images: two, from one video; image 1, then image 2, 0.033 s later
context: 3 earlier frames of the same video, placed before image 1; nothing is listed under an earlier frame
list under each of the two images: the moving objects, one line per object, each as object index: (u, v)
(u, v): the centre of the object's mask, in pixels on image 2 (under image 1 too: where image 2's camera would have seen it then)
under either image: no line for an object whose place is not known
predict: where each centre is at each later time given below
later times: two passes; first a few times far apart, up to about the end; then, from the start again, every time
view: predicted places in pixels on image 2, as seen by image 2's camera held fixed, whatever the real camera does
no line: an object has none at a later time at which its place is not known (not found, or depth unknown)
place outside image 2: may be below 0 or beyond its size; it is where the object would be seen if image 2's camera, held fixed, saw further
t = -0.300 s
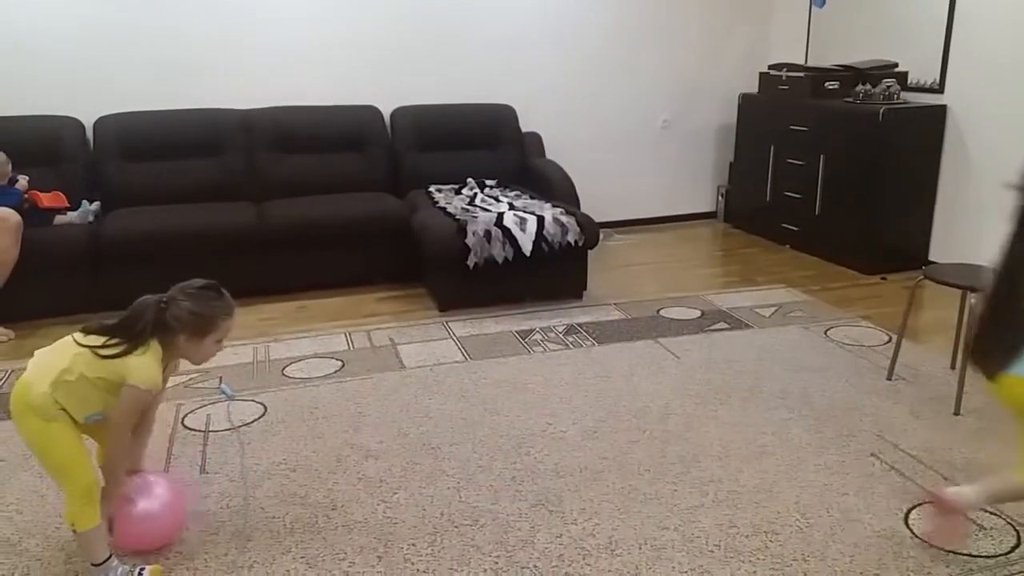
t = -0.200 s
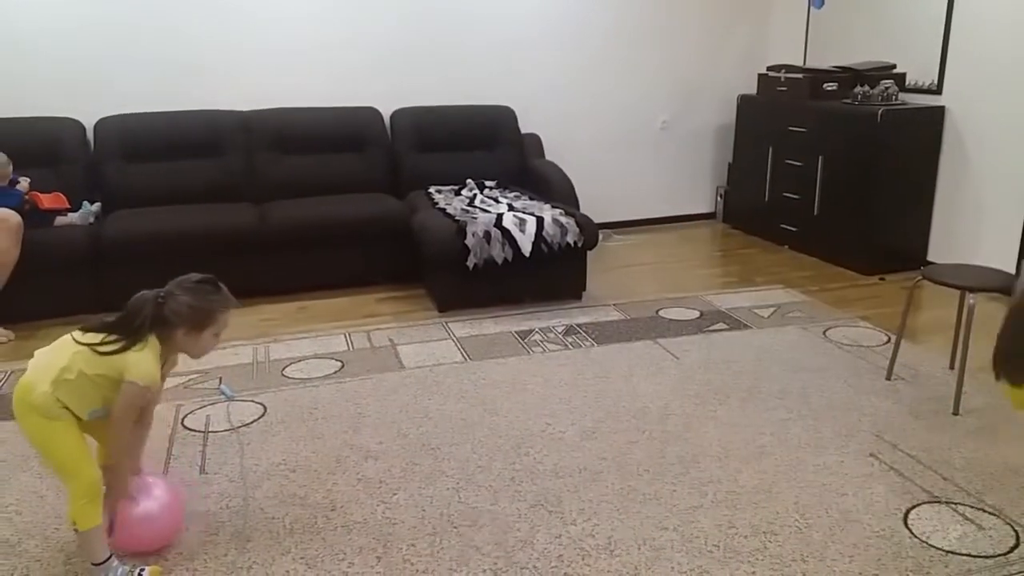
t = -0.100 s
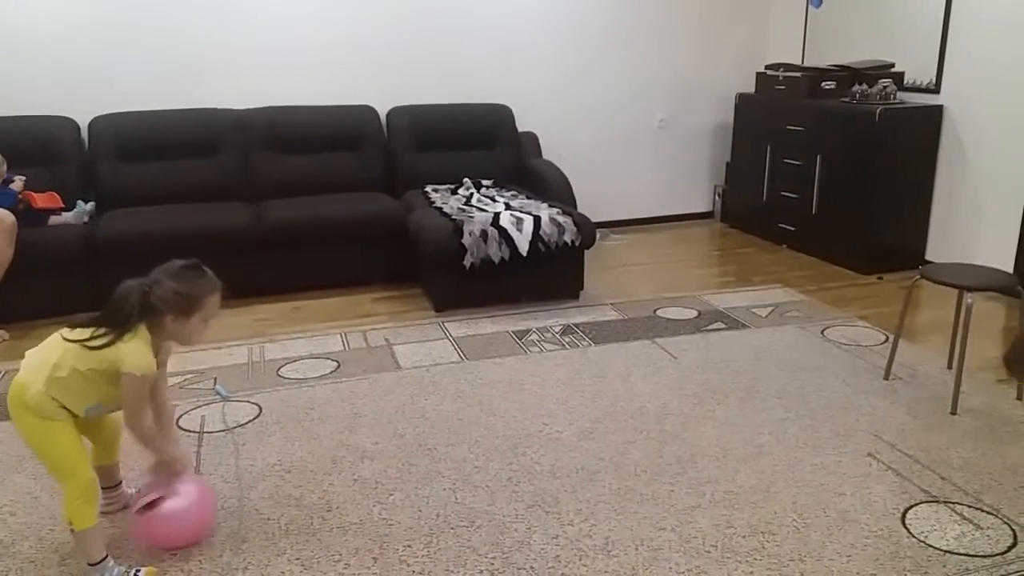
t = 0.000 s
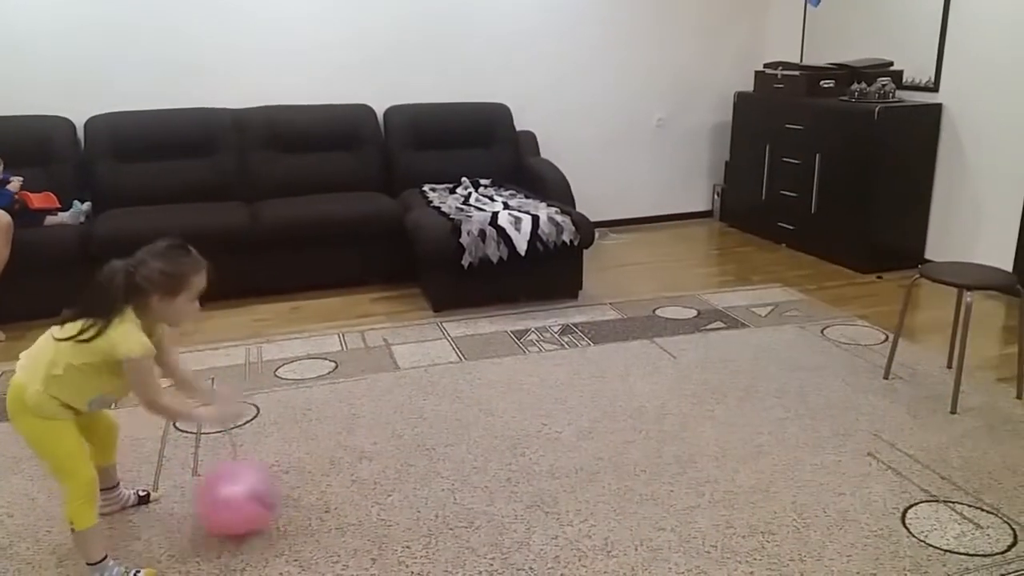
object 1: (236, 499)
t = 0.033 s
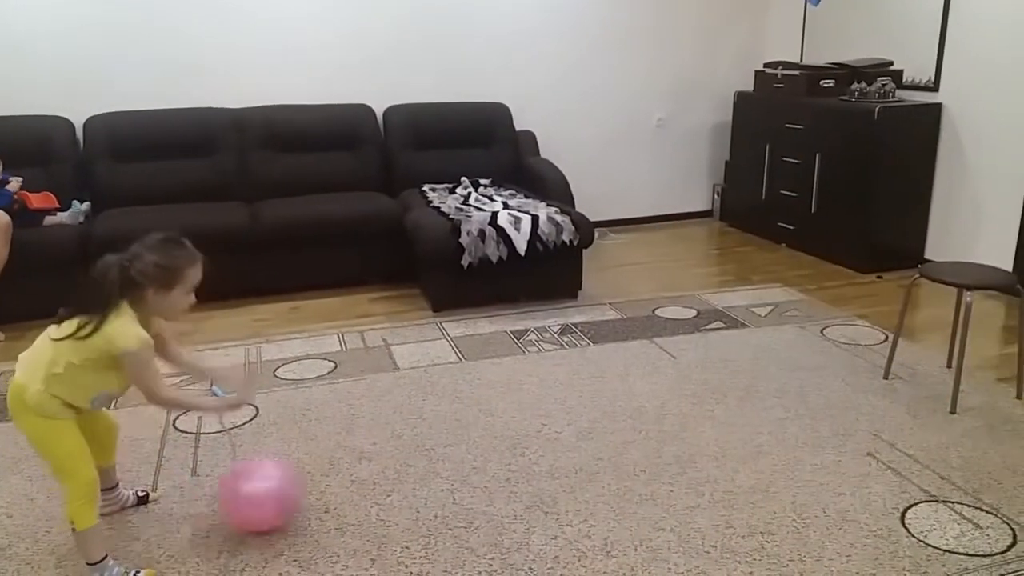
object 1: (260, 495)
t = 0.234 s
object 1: (393, 480)
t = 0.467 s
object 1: (530, 462)
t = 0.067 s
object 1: (281, 494)
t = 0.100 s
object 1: (304, 490)
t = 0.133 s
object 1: (328, 487)
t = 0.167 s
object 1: (349, 486)
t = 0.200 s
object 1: (371, 483)
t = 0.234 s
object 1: (393, 480)
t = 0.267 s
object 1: (413, 477)
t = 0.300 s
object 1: (434, 474)
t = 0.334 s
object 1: (454, 473)
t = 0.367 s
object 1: (473, 470)
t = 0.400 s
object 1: (492, 467)
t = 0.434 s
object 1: (512, 464)
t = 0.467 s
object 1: (530, 462)
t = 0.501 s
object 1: (546, 461)
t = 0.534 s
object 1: (565, 458)
